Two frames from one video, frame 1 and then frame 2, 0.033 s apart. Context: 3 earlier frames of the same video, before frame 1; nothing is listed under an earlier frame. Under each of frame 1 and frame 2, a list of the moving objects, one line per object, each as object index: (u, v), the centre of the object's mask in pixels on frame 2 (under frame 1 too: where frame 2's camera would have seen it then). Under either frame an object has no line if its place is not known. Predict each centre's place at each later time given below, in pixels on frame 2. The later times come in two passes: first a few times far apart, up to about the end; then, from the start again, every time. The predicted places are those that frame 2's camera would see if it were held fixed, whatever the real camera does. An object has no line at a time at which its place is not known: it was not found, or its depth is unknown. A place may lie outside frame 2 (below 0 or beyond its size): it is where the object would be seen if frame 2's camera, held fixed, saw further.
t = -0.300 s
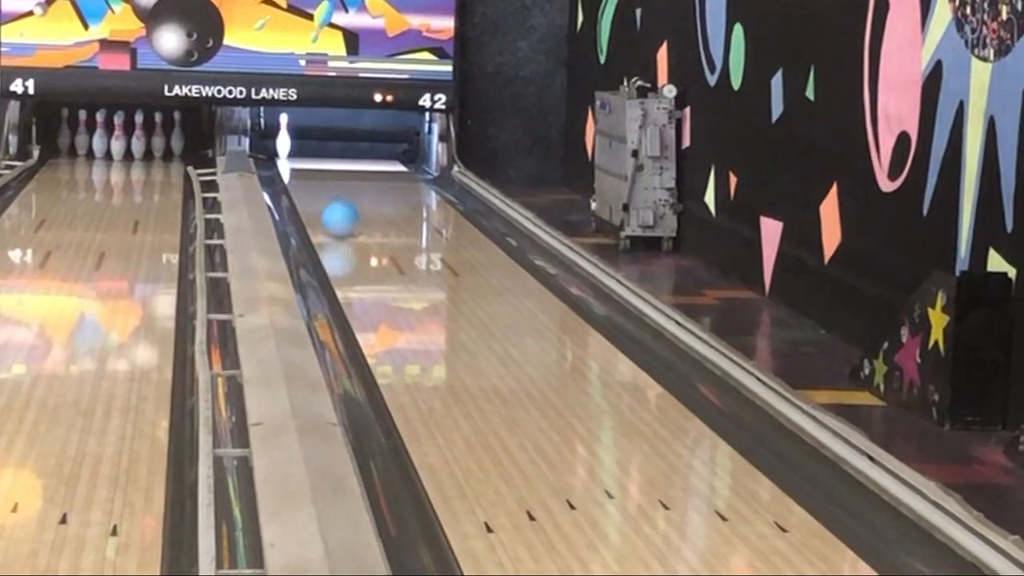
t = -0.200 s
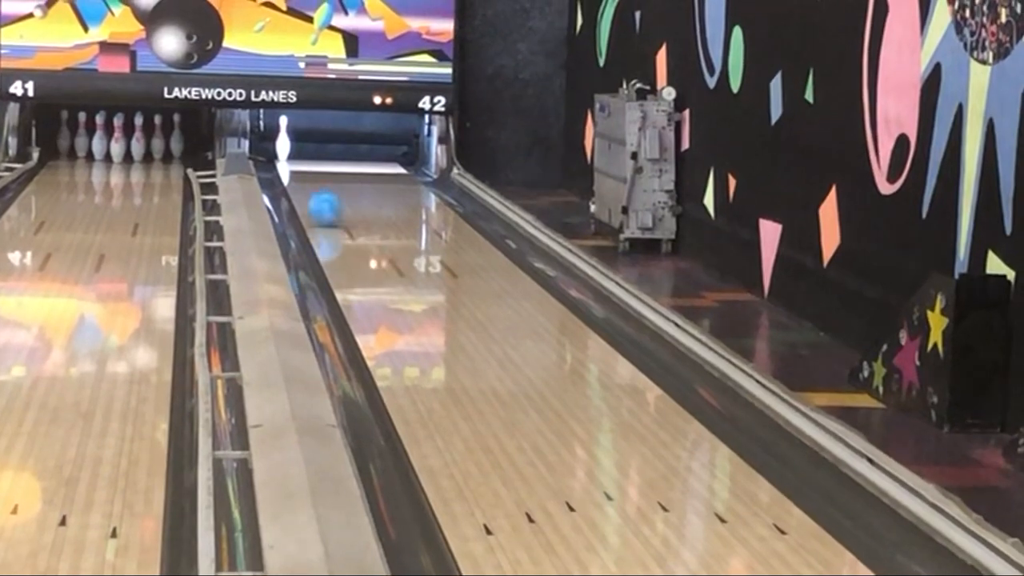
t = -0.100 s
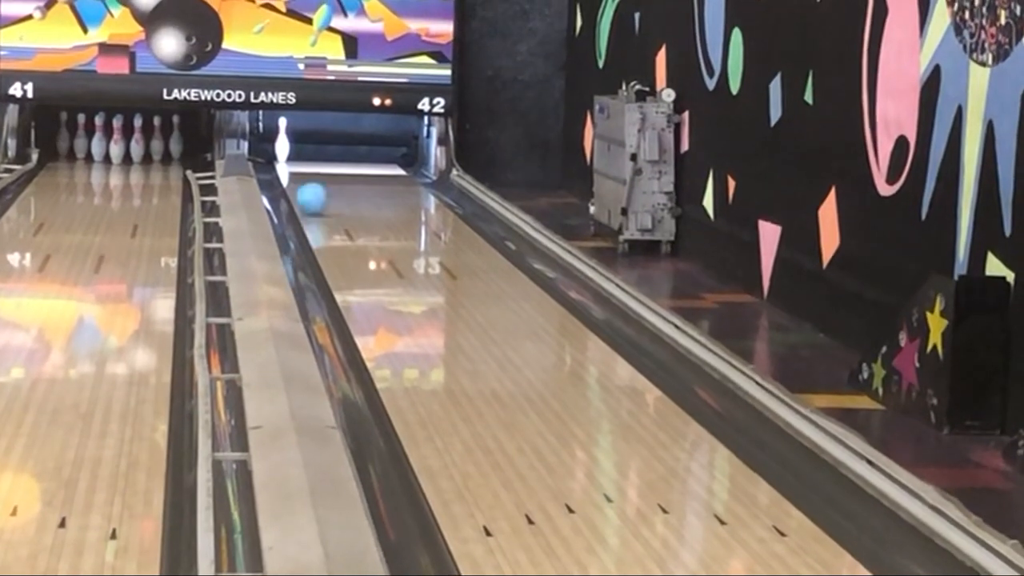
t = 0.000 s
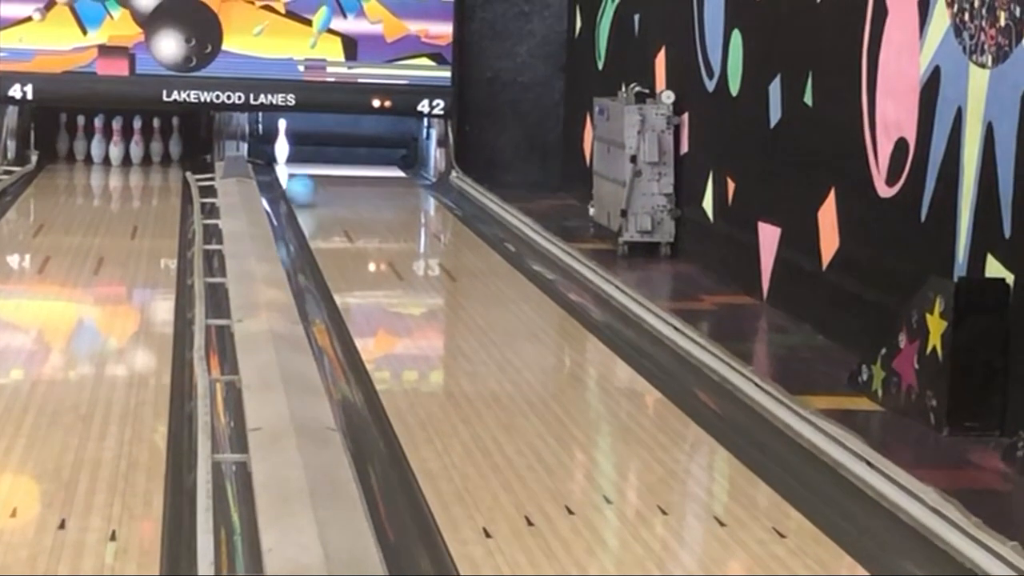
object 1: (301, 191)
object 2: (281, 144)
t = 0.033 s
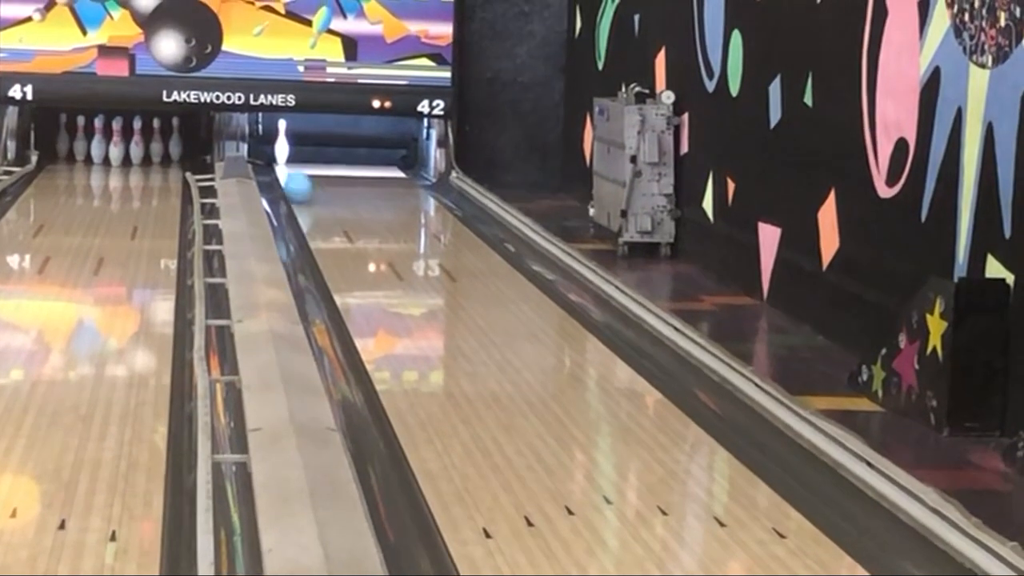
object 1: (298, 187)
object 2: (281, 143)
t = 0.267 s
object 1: (281, 168)
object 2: (282, 140)
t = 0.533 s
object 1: (261, 154)
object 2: (286, 145)
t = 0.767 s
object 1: (257, 159)
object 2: (353, 149)
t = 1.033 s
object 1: (260, 161)
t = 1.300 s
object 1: (268, 162)
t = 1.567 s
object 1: (286, 160)
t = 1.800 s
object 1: (300, 161)
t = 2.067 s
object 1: (316, 161)
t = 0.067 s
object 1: (296, 185)
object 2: (282, 143)
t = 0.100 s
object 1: (292, 181)
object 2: (281, 144)
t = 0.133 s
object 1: (289, 178)
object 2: (281, 144)
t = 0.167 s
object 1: (287, 176)
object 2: (282, 143)
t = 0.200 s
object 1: (285, 174)
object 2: (282, 142)
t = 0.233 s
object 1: (283, 170)
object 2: (282, 141)
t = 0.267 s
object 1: (281, 168)
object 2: (282, 140)
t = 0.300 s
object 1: (278, 166)
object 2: (282, 138)
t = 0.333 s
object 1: (276, 164)
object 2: (282, 138)
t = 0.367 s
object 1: (274, 162)
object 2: (282, 137)
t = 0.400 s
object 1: (273, 158)
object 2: (282, 138)
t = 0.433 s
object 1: (271, 156)
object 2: (282, 141)
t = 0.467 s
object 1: (269, 155)
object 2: (281, 143)
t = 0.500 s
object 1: (265, 154)
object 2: (282, 143)
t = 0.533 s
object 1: (261, 154)
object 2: (286, 145)
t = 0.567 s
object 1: (259, 156)
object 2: (296, 144)
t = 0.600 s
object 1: (259, 159)
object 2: (304, 145)
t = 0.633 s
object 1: (259, 162)
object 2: (312, 150)
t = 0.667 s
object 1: (259, 160)
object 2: (323, 150)
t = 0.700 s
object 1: (258, 158)
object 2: (333, 149)
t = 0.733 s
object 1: (257, 158)
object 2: (343, 148)
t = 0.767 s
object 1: (257, 159)
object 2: (353, 149)
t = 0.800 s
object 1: (256, 160)
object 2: (364, 151)
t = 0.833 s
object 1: (257, 161)
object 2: (376, 154)
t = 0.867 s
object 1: (257, 160)
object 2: (391, 156)
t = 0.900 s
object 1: (258, 160)
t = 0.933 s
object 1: (258, 160)
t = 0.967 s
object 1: (258, 160)
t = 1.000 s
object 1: (259, 160)
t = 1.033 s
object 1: (260, 161)
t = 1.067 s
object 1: (261, 161)
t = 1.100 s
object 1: (261, 161)
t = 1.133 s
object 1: (262, 161)
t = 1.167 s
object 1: (263, 162)
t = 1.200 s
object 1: (263, 161)
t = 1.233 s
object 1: (266, 162)
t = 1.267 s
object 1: (267, 162)
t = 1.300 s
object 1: (268, 162)
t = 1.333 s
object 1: (270, 162)
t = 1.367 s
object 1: (272, 162)
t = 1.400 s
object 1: (274, 161)
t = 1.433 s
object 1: (276, 161)
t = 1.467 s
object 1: (279, 161)
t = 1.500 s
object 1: (281, 160)
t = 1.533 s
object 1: (284, 160)
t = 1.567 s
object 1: (286, 160)
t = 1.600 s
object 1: (288, 160)
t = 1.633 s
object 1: (290, 160)
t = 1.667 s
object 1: (292, 160)
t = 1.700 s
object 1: (294, 160)
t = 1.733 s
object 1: (296, 160)
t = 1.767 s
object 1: (298, 160)
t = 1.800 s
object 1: (300, 161)
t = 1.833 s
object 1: (302, 161)
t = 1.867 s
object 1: (304, 161)
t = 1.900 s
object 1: (306, 161)
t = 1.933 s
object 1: (308, 161)
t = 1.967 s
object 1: (310, 161)
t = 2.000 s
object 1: (312, 161)
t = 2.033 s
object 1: (313, 161)
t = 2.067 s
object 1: (316, 161)
